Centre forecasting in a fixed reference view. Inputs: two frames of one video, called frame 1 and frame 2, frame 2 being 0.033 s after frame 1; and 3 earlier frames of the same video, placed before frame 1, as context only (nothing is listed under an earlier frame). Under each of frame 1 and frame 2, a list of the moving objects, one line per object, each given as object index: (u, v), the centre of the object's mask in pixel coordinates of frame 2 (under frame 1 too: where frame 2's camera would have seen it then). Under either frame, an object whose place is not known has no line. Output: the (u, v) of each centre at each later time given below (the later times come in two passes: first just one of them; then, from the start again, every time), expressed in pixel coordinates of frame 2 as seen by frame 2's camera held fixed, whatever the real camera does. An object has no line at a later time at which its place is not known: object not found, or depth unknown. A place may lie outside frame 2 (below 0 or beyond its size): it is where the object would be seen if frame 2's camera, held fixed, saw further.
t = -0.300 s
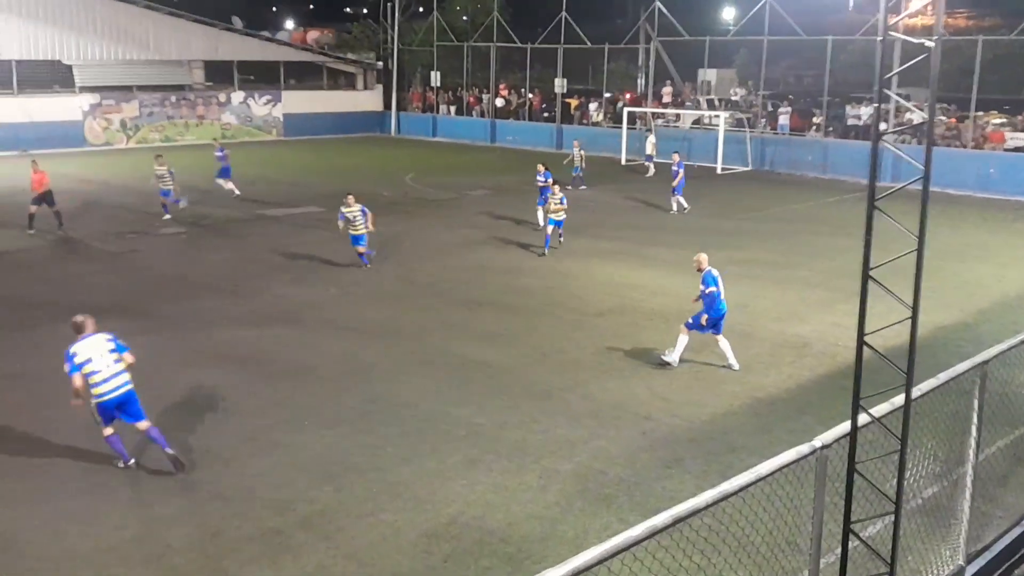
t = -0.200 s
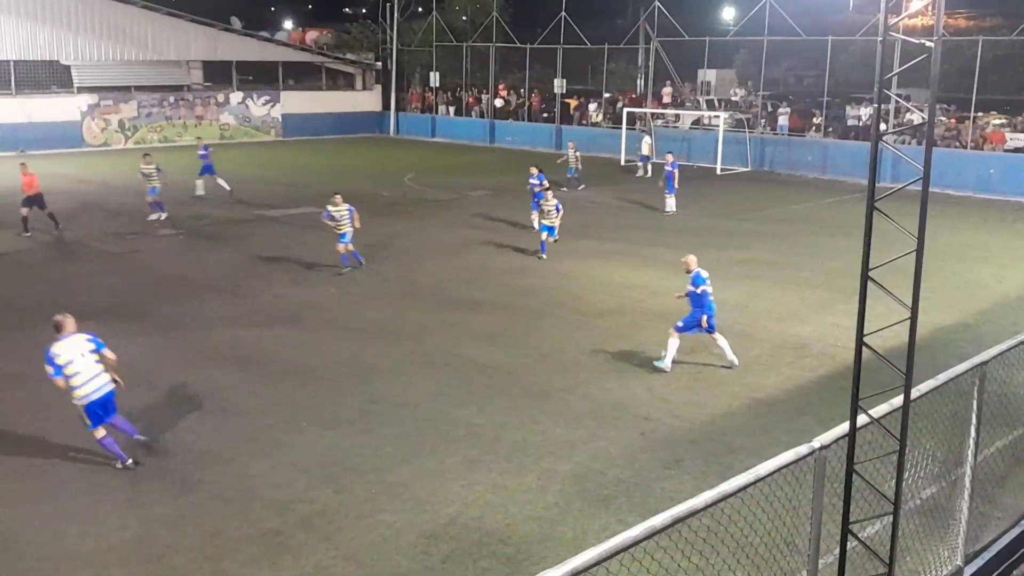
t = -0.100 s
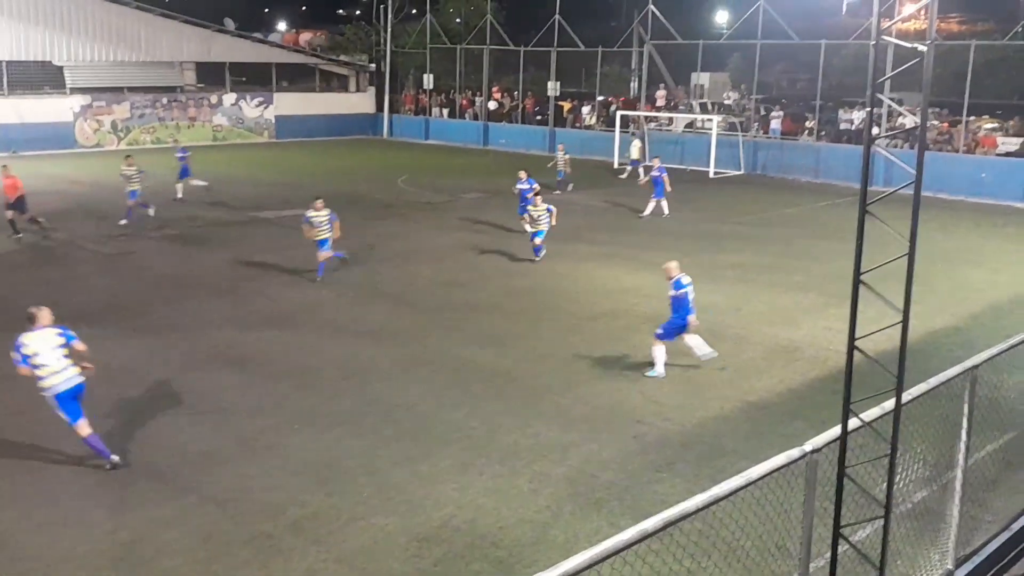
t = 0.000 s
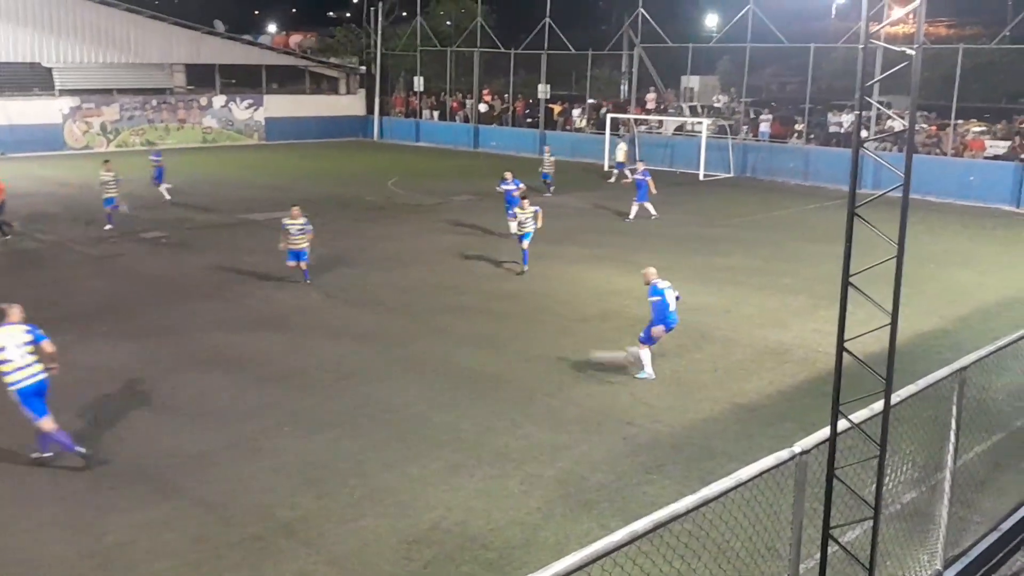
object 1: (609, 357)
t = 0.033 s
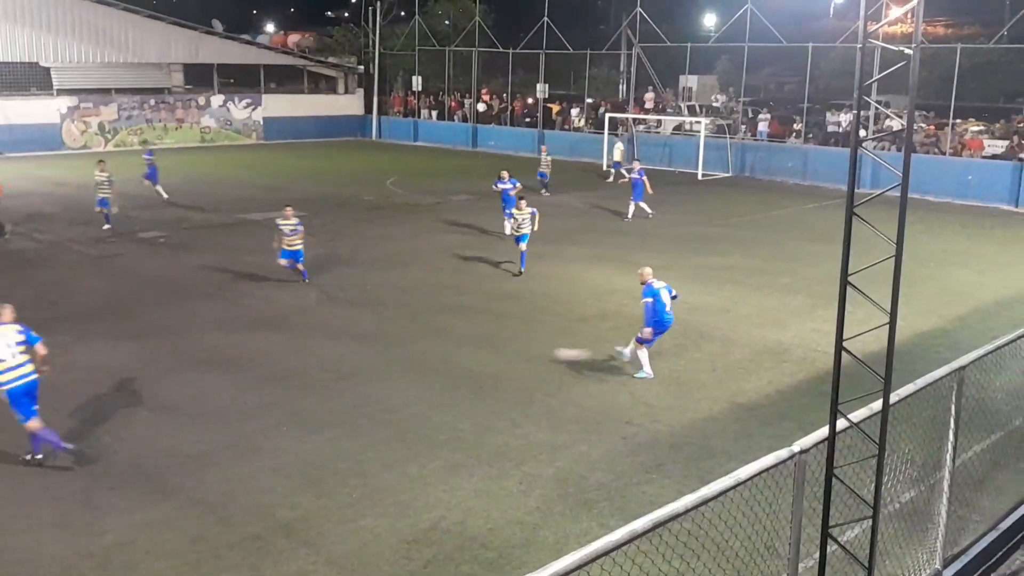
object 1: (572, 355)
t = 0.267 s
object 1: (358, 349)
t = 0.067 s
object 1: (540, 354)
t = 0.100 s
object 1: (509, 353)
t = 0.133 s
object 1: (478, 352)
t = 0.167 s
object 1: (447, 351)
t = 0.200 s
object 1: (416, 351)
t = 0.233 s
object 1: (387, 350)
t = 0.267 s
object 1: (358, 349)
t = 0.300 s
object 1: (331, 348)
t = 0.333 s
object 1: (303, 348)
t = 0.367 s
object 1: (276, 347)
